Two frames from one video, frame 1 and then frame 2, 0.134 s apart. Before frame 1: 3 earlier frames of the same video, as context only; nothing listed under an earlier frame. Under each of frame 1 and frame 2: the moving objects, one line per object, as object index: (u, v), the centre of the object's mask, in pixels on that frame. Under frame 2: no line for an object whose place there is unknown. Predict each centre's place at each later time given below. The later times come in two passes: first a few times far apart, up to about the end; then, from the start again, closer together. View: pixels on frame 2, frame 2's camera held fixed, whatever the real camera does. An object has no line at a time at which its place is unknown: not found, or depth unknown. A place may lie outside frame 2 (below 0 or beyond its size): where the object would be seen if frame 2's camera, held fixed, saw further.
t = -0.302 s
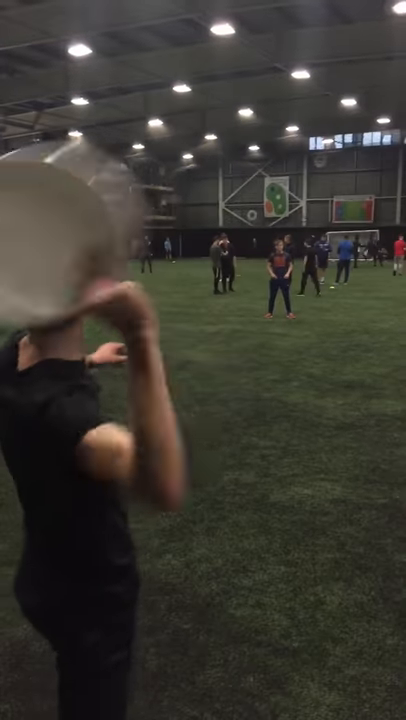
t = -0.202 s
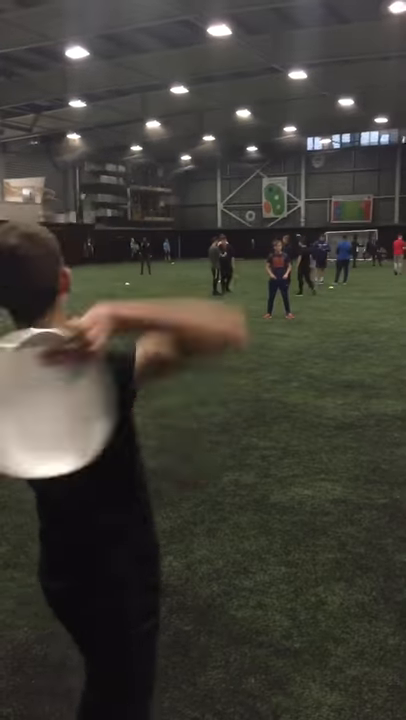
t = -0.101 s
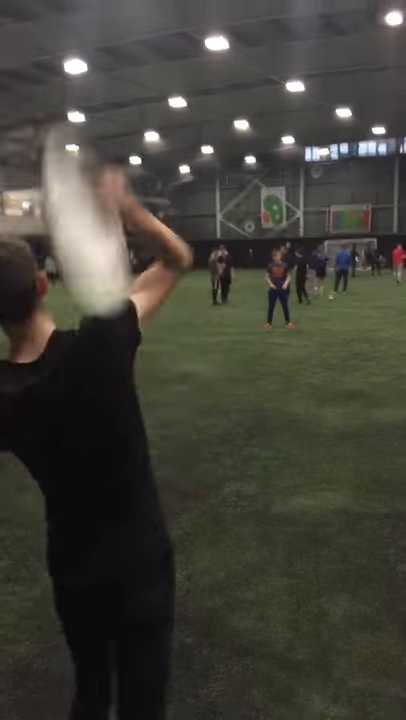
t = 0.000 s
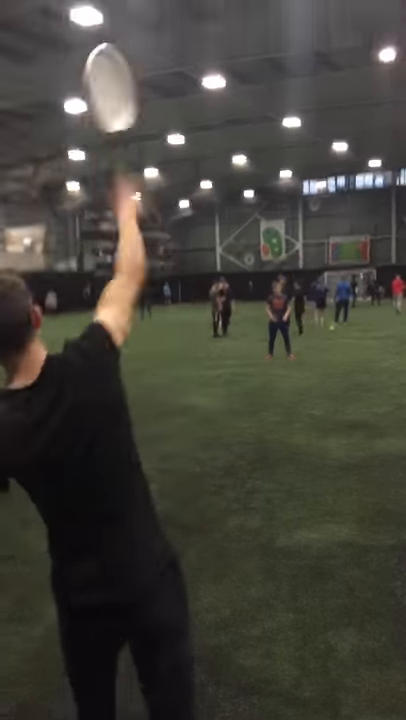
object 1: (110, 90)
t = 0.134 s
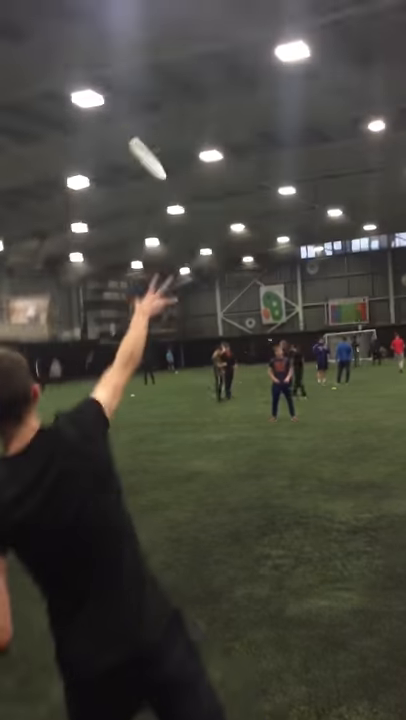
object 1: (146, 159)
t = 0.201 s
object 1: (162, 166)
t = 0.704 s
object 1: (237, 265)
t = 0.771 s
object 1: (247, 280)
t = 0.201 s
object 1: (162, 166)
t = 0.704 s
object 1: (237, 265)
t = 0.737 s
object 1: (242, 271)
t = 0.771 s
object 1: (247, 280)
